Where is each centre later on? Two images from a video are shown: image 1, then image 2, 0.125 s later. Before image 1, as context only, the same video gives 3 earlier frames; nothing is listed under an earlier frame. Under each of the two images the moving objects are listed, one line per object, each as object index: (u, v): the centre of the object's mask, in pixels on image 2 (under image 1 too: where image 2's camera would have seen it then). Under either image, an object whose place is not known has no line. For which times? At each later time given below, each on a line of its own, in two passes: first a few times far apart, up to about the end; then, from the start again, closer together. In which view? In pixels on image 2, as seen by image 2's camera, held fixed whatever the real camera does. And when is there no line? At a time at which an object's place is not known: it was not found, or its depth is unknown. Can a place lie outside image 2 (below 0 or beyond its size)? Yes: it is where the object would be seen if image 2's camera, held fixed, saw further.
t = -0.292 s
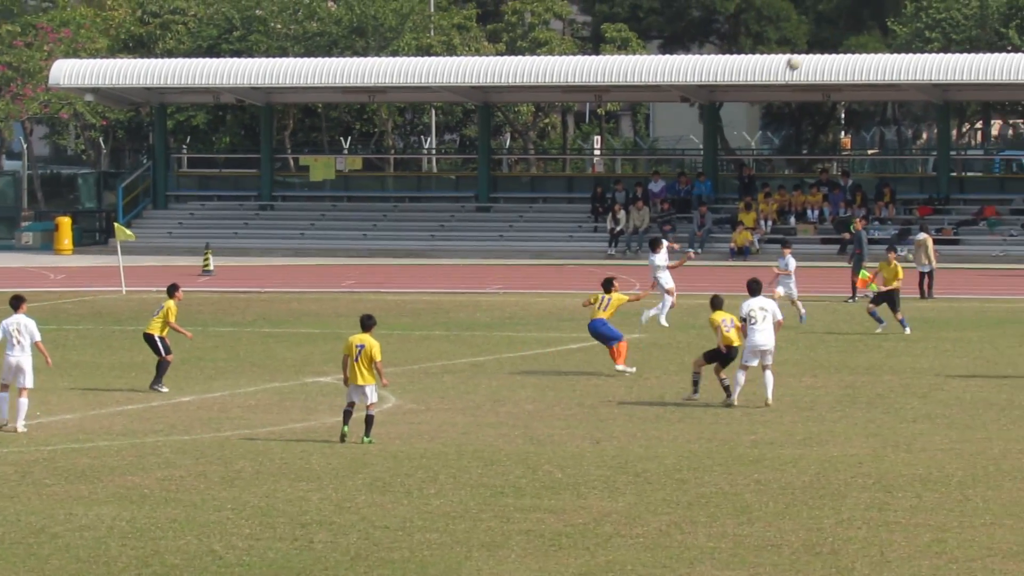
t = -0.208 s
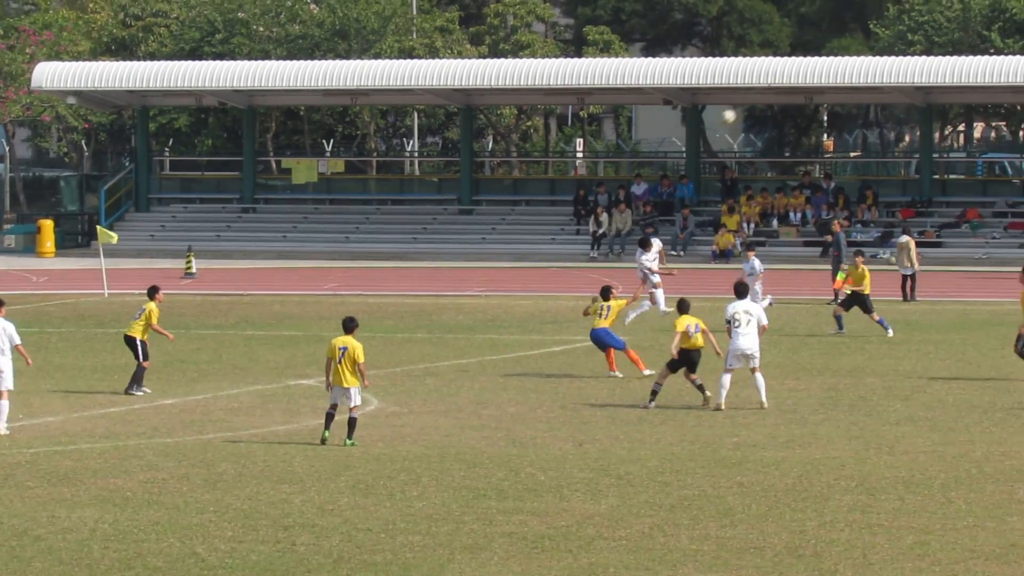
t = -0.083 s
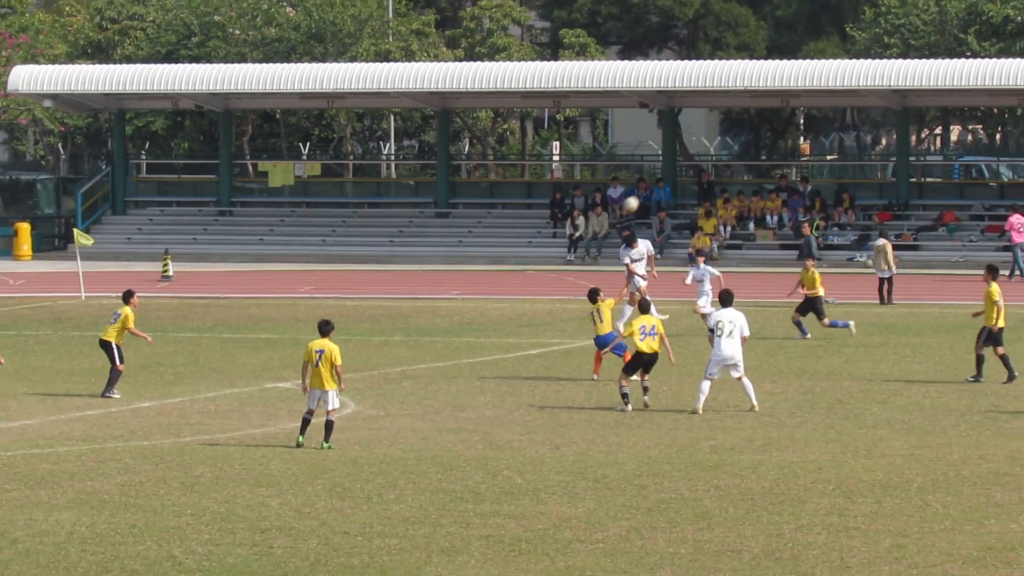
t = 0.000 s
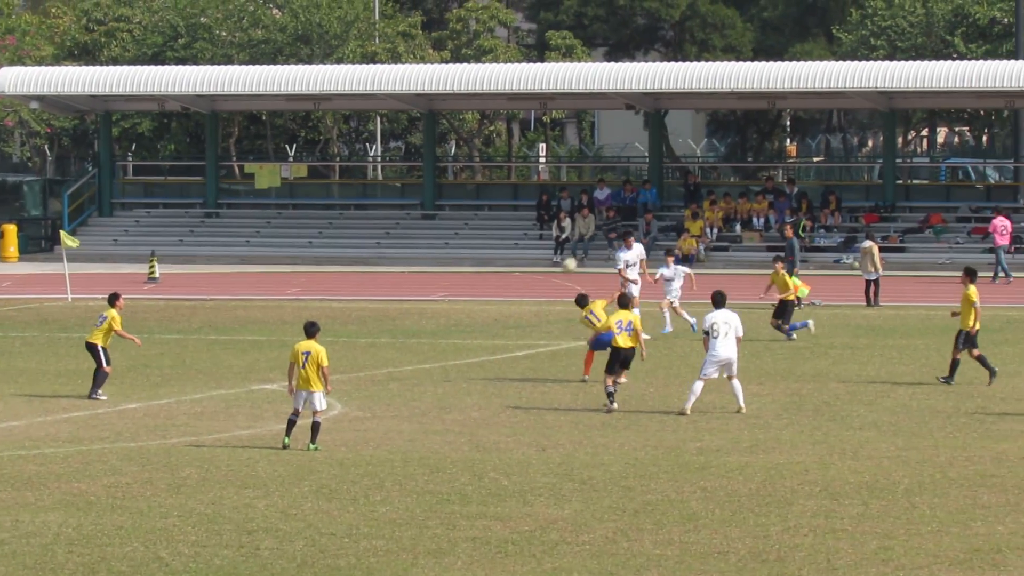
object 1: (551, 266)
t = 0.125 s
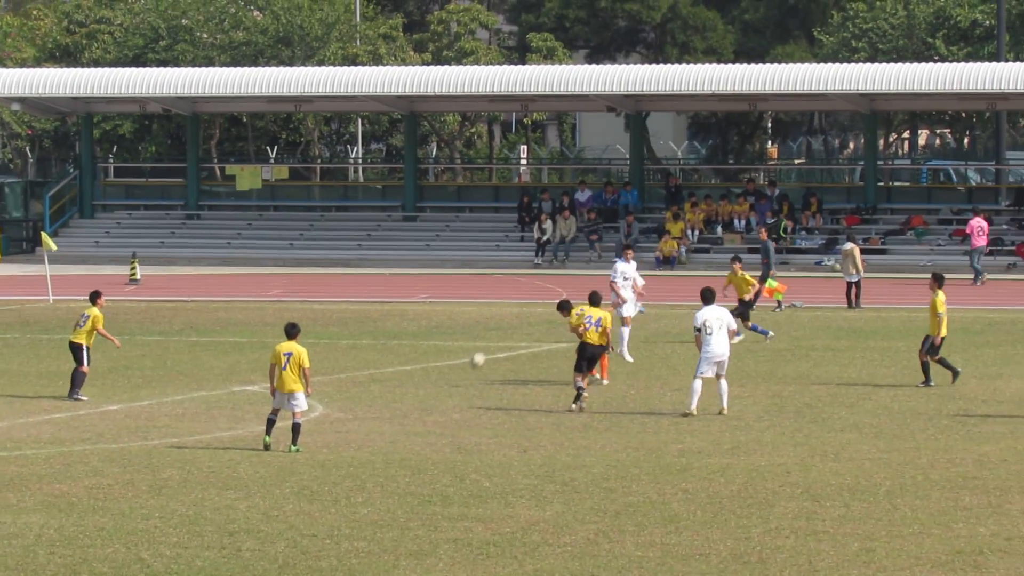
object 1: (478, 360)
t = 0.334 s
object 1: (418, 294)
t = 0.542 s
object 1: (368, 217)
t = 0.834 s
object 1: (297, 162)
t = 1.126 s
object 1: (228, 163)
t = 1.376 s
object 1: (171, 212)
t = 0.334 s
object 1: (418, 294)
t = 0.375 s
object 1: (408, 276)
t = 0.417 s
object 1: (398, 259)
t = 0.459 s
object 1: (388, 244)
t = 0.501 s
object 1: (377, 231)
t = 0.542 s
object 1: (368, 217)
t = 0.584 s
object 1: (358, 206)
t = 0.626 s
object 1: (348, 196)
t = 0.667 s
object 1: (338, 187)
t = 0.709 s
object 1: (327, 179)
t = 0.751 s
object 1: (318, 173)
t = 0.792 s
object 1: (307, 167)
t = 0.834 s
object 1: (297, 162)
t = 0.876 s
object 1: (287, 158)
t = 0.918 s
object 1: (277, 156)
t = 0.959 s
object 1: (267, 155)
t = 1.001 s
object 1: (257, 156)
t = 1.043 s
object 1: (247, 157)
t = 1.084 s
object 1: (238, 159)
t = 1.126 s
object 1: (228, 163)
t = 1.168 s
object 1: (218, 169)
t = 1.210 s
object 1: (209, 175)
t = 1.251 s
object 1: (200, 183)
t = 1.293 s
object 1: (190, 192)
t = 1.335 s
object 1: (180, 201)
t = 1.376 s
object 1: (171, 212)
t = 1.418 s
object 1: (162, 225)
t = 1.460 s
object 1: (153, 238)
